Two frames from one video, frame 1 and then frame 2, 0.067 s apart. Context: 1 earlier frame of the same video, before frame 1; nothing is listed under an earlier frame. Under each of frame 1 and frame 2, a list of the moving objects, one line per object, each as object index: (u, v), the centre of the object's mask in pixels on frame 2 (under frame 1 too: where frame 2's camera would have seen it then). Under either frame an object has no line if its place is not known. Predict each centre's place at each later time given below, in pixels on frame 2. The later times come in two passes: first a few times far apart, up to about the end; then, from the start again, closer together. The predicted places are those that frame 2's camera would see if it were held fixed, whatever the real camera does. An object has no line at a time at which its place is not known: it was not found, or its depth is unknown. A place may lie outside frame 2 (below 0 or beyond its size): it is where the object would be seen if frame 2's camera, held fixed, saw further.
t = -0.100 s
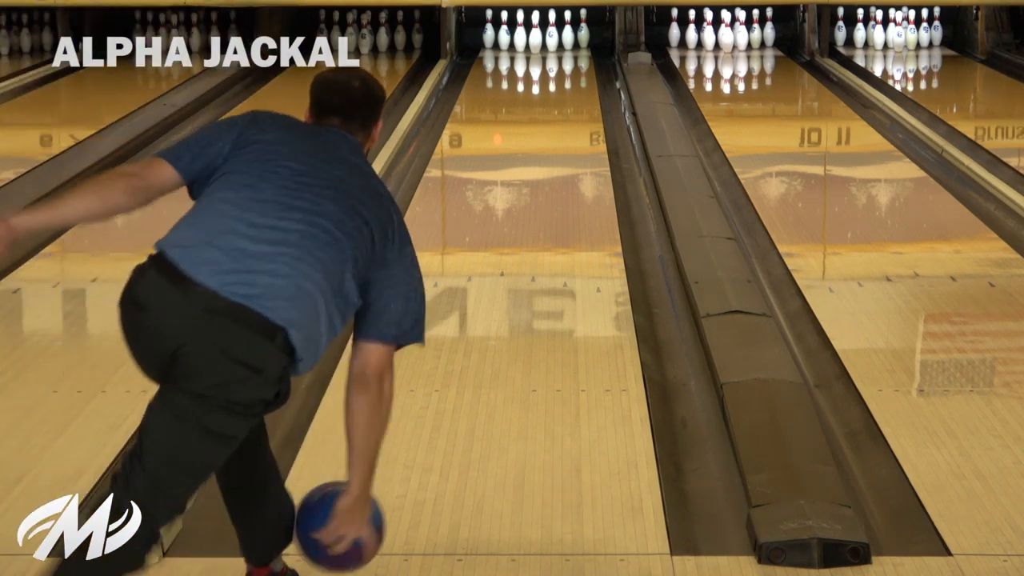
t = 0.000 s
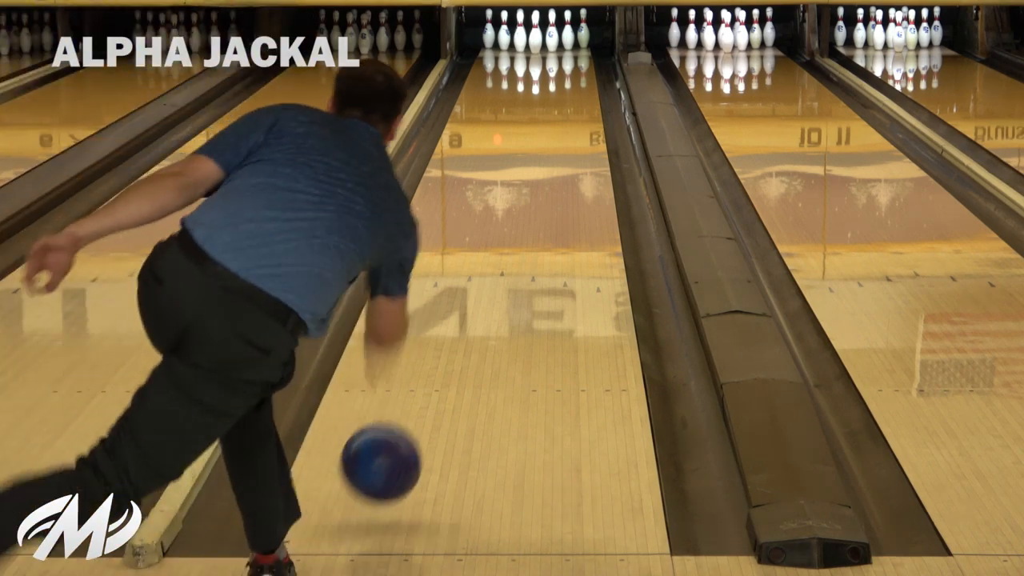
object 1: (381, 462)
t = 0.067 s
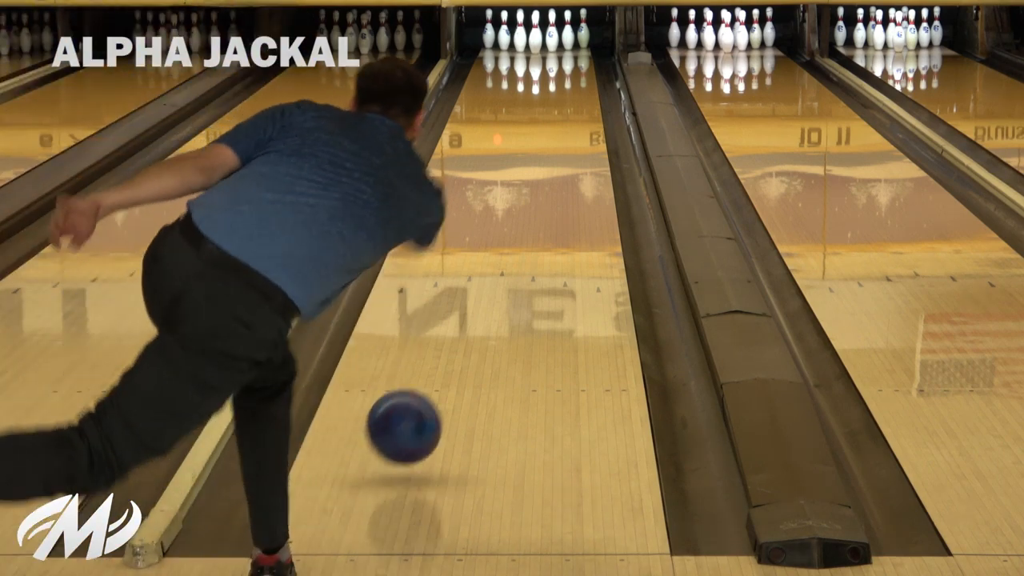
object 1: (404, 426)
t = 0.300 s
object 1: (462, 330)
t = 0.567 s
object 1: (505, 246)
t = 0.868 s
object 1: (534, 180)
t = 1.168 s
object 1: (553, 135)
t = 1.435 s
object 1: (563, 105)
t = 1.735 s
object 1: (567, 79)
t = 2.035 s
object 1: (559, 59)
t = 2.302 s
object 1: (542, 45)
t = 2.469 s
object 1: (534, 40)
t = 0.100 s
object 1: (414, 415)
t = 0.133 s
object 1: (424, 401)
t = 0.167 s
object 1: (433, 384)
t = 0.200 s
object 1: (441, 370)
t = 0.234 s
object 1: (449, 356)
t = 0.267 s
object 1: (456, 342)
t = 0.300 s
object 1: (462, 330)
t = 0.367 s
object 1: (484, 306)
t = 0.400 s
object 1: (485, 295)
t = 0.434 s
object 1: (489, 284)
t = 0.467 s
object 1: (494, 274)
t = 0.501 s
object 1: (498, 264)
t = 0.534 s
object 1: (502, 255)
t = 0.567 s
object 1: (505, 246)
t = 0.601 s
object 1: (510, 238)
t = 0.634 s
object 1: (513, 229)
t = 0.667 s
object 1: (517, 222)
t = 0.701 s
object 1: (520, 214)
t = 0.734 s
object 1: (523, 207)
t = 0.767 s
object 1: (526, 200)
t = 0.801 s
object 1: (529, 193)
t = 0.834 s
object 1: (532, 186)
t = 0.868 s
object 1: (534, 180)
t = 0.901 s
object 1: (537, 175)
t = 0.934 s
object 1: (539, 169)
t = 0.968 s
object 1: (542, 163)
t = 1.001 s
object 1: (544, 158)
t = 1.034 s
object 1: (546, 153)
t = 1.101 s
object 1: (550, 144)
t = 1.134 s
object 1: (551, 140)
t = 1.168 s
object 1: (553, 135)
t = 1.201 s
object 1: (555, 131)
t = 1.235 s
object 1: (556, 127)
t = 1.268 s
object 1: (557, 123)
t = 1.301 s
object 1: (558, 119)
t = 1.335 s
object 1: (560, 116)
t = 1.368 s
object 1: (561, 112)
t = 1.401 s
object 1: (562, 109)
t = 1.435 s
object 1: (563, 105)
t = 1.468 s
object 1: (564, 103)
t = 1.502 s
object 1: (566, 107)
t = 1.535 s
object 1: (565, 96)
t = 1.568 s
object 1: (565, 93)
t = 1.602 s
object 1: (566, 90)
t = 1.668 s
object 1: (567, 84)
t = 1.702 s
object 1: (567, 82)
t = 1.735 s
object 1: (567, 79)
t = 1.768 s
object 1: (567, 76)
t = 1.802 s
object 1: (567, 74)
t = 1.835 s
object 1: (566, 72)
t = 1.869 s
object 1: (566, 69)
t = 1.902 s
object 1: (565, 67)
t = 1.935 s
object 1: (564, 65)
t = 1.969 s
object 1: (563, 63)
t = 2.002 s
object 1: (561, 61)
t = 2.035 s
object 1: (559, 59)
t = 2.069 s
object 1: (558, 57)
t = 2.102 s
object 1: (556, 55)
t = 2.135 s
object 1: (554, 53)
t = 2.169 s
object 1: (552, 51)
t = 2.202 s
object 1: (550, 50)
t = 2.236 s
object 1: (547, 48)
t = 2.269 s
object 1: (545, 47)
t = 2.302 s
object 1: (542, 45)
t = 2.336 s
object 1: (540, 44)
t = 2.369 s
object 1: (540, 42)
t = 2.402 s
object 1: (539, 41)
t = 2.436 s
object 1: (537, 41)
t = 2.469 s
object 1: (534, 40)
